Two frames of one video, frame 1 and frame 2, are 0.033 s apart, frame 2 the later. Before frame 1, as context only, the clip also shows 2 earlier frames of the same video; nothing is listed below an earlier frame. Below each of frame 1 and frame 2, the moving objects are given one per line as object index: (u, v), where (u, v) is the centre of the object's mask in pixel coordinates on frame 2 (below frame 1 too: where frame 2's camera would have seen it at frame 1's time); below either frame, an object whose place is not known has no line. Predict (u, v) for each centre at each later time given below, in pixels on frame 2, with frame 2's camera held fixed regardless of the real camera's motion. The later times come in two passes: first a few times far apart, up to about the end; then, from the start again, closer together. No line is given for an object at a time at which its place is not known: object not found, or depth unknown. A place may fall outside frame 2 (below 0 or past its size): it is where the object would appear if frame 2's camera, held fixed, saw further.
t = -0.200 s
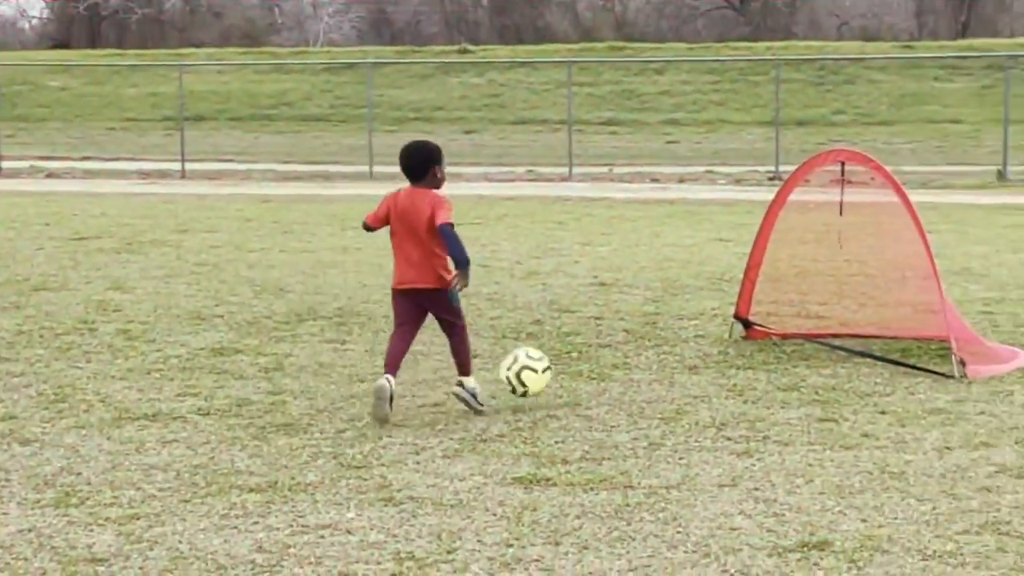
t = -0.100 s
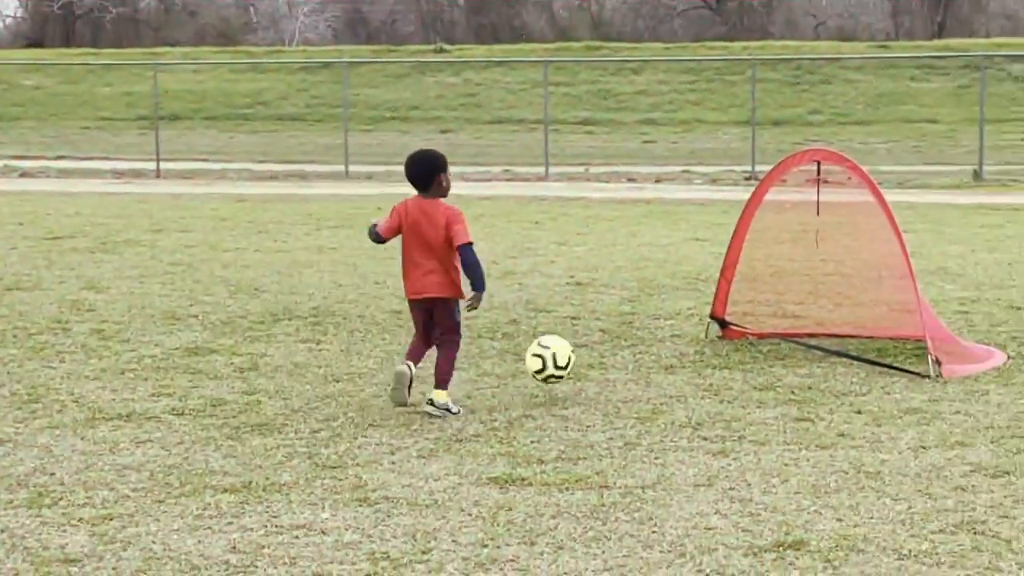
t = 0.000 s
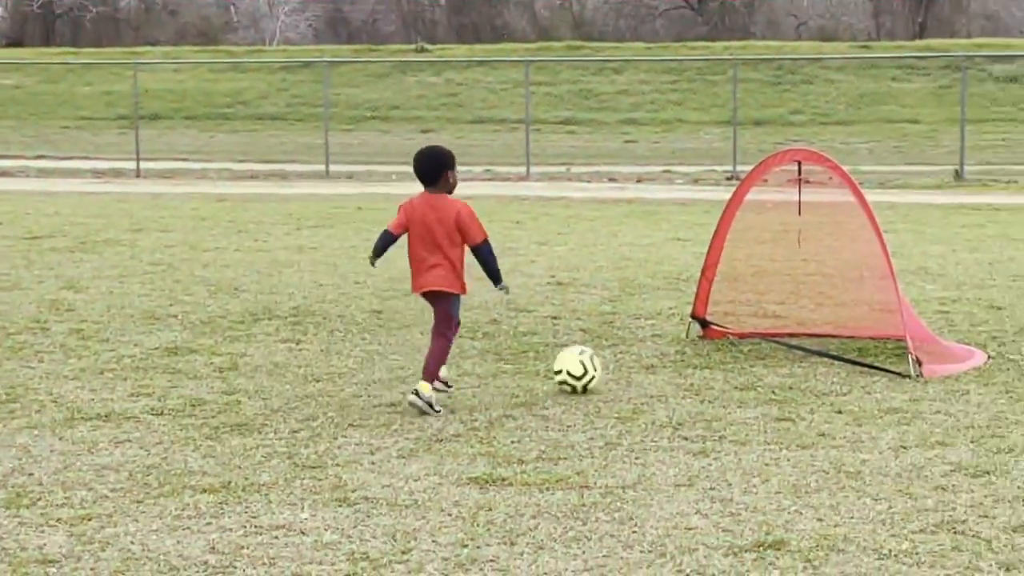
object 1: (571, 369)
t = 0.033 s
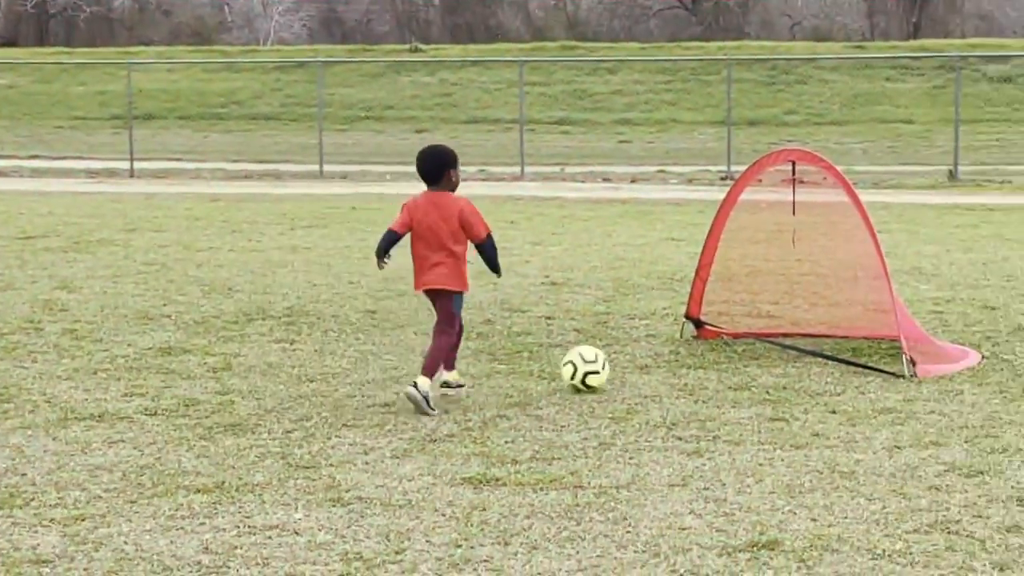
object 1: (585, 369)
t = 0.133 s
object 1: (623, 363)
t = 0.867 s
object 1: (858, 326)
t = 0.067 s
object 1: (598, 364)
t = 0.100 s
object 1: (611, 362)
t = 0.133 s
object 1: (623, 363)
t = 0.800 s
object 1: (840, 331)
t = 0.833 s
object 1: (849, 328)
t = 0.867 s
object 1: (858, 326)
